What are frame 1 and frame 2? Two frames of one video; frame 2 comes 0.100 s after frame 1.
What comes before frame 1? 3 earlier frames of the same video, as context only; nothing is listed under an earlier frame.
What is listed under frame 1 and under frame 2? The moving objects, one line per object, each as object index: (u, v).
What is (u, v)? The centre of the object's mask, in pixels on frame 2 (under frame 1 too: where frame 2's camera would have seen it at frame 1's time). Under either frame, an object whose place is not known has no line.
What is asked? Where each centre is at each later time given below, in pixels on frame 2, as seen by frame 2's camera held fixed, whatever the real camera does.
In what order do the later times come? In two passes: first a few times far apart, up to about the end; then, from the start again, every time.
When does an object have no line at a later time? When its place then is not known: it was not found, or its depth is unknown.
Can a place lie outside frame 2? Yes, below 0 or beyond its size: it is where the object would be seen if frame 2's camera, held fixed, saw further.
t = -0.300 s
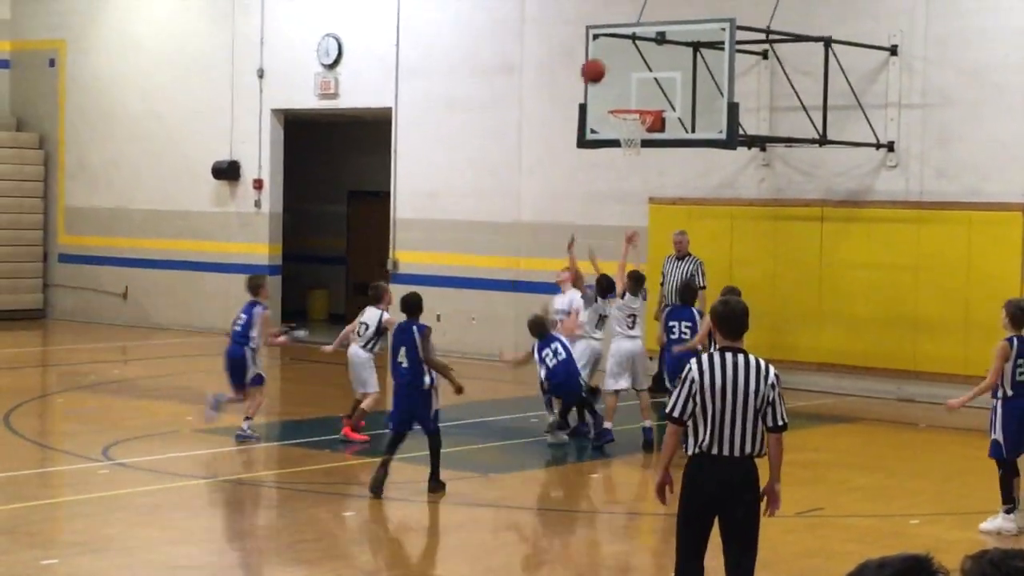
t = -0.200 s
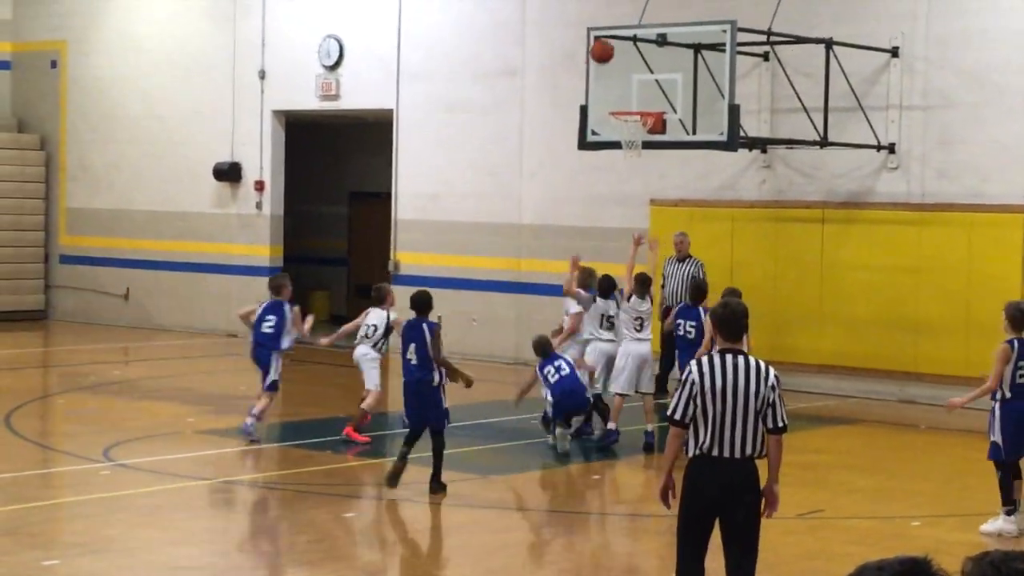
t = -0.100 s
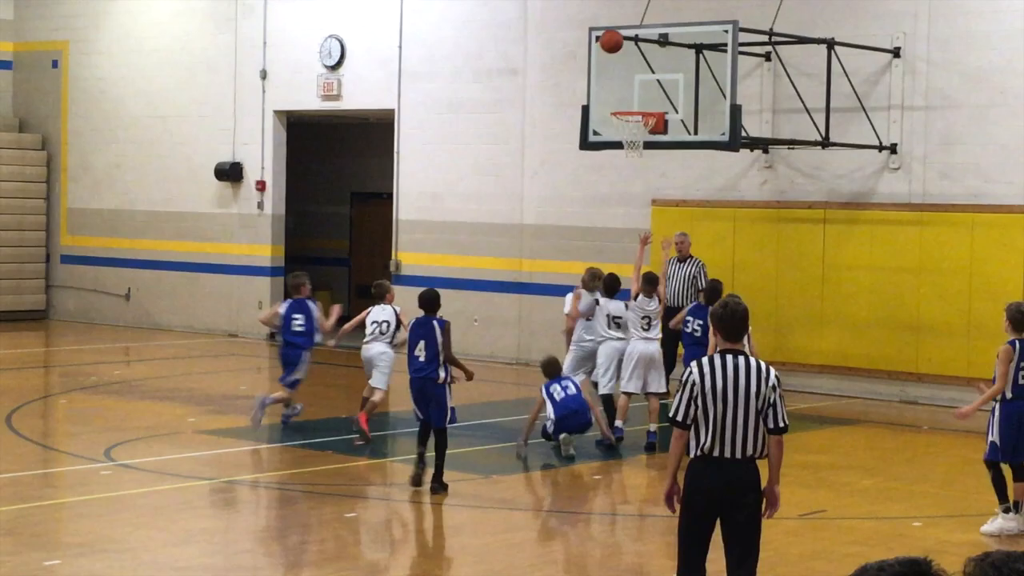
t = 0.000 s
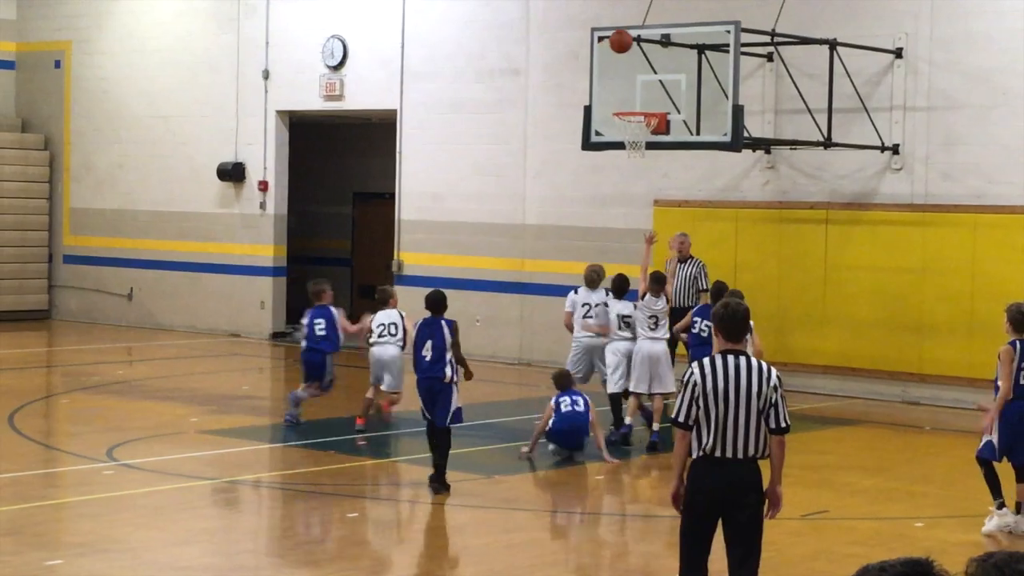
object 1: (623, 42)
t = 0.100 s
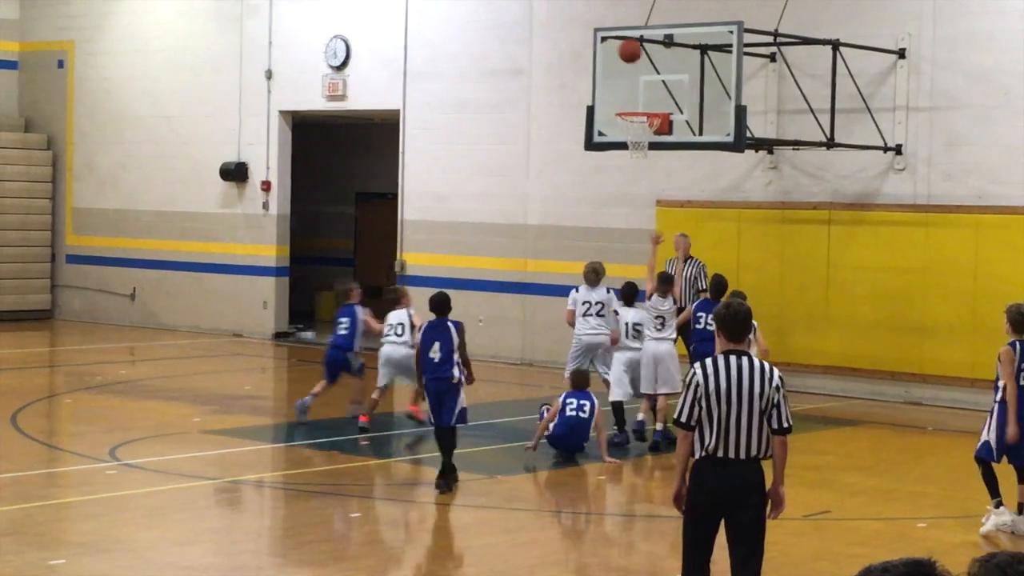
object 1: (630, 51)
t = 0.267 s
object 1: (639, 88)
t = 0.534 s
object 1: (599, 76)
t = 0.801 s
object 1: (552, 93)
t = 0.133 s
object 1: (632, 56)
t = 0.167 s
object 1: (634, 63)
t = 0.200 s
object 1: (636, 70)
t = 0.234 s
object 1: (638, 78)
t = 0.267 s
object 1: (639, 88)
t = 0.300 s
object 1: (639, 96)
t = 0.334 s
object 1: (633, 102)
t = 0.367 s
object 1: (628, 99)
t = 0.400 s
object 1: (622, 93)
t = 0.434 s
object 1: (616, 87)
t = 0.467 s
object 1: (610, 82)
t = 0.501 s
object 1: (605, 78)
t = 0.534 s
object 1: (599, 76)
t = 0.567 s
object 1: (593, 74)
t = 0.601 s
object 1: (587, 74)
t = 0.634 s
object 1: (581, 74)
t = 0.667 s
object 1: (576, 76)
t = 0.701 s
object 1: (570, 78)
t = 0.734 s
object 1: (564, 82)
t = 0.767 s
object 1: (558, 87)
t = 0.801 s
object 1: (552, 93)
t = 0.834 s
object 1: (546, 100)
